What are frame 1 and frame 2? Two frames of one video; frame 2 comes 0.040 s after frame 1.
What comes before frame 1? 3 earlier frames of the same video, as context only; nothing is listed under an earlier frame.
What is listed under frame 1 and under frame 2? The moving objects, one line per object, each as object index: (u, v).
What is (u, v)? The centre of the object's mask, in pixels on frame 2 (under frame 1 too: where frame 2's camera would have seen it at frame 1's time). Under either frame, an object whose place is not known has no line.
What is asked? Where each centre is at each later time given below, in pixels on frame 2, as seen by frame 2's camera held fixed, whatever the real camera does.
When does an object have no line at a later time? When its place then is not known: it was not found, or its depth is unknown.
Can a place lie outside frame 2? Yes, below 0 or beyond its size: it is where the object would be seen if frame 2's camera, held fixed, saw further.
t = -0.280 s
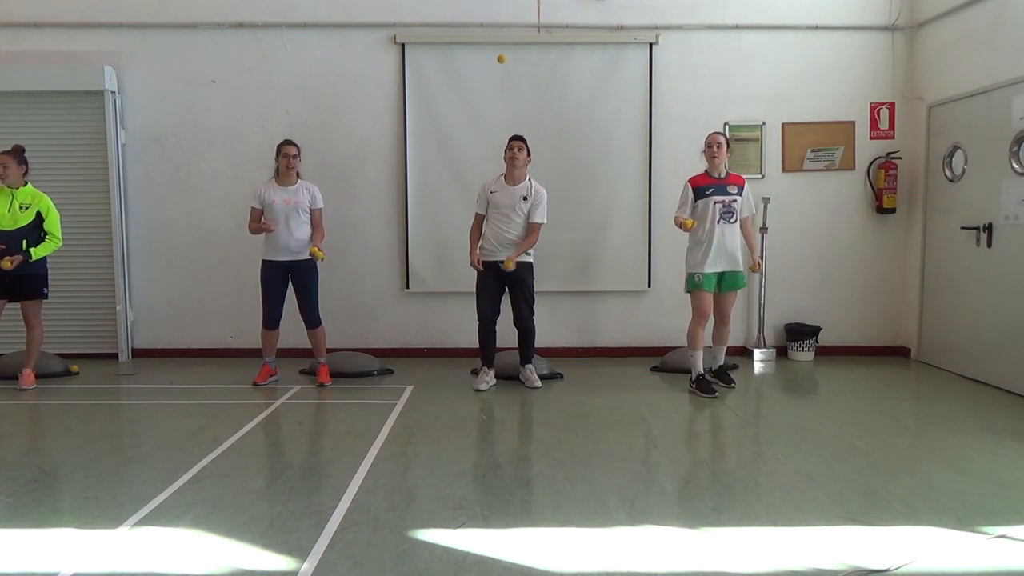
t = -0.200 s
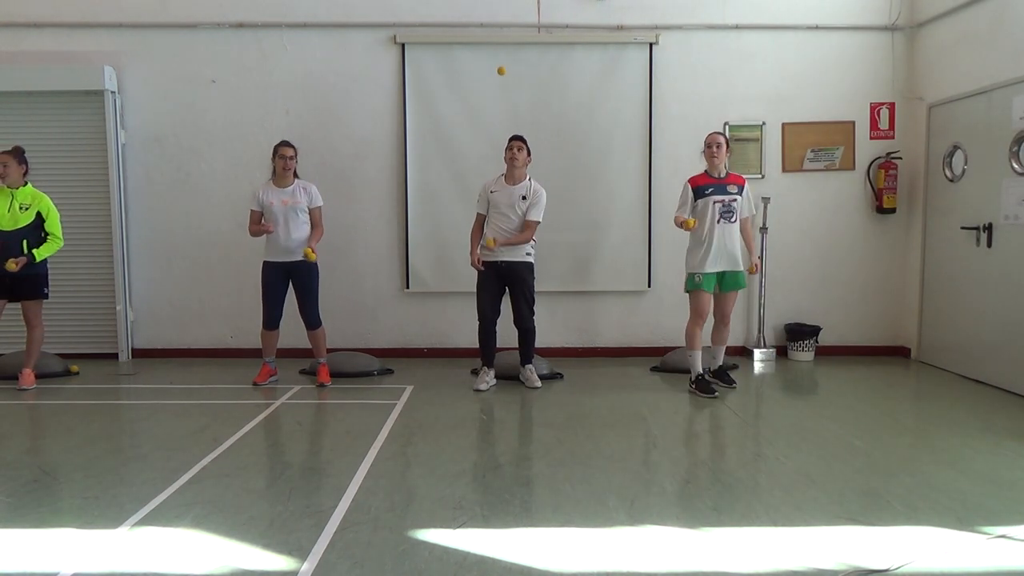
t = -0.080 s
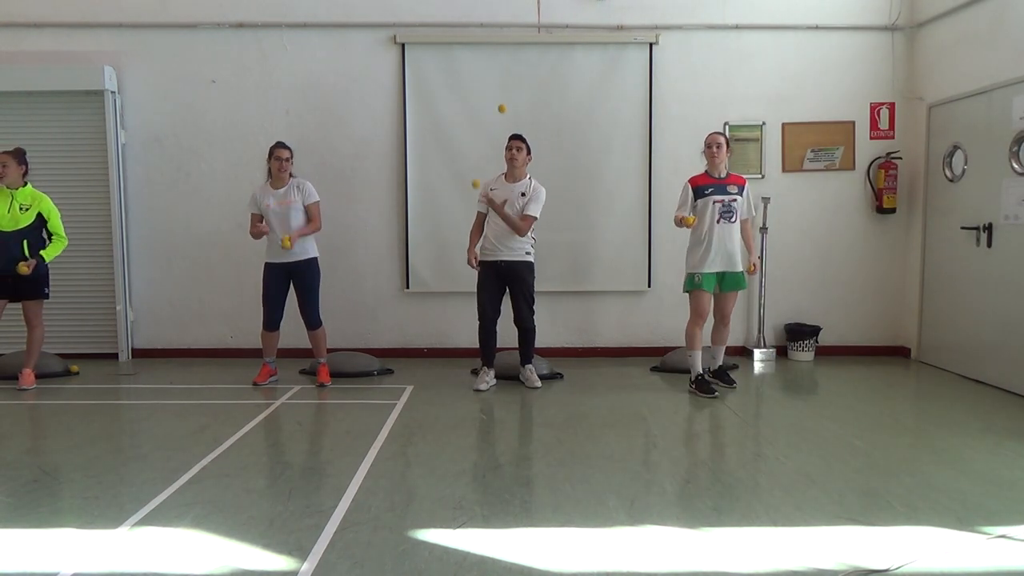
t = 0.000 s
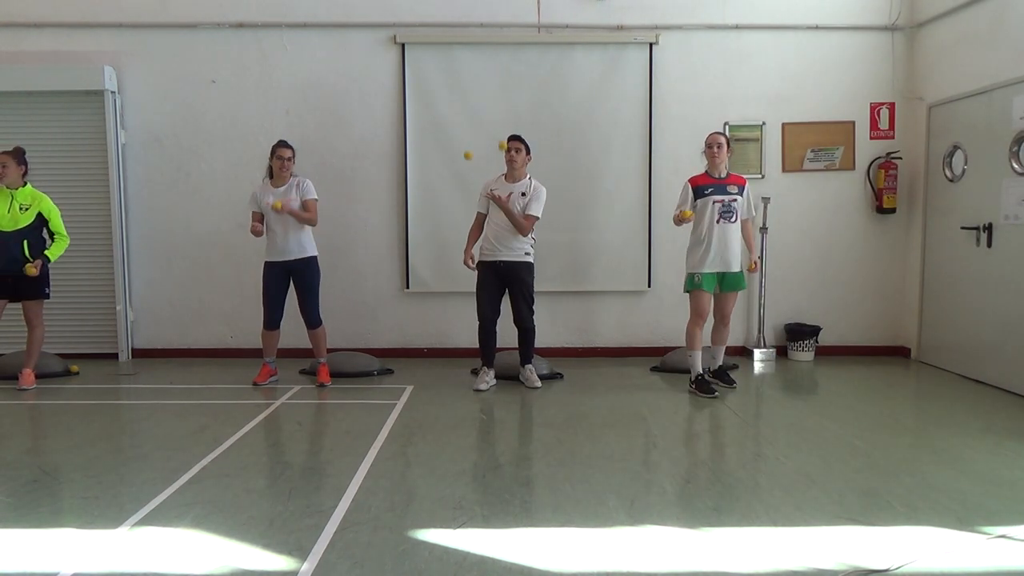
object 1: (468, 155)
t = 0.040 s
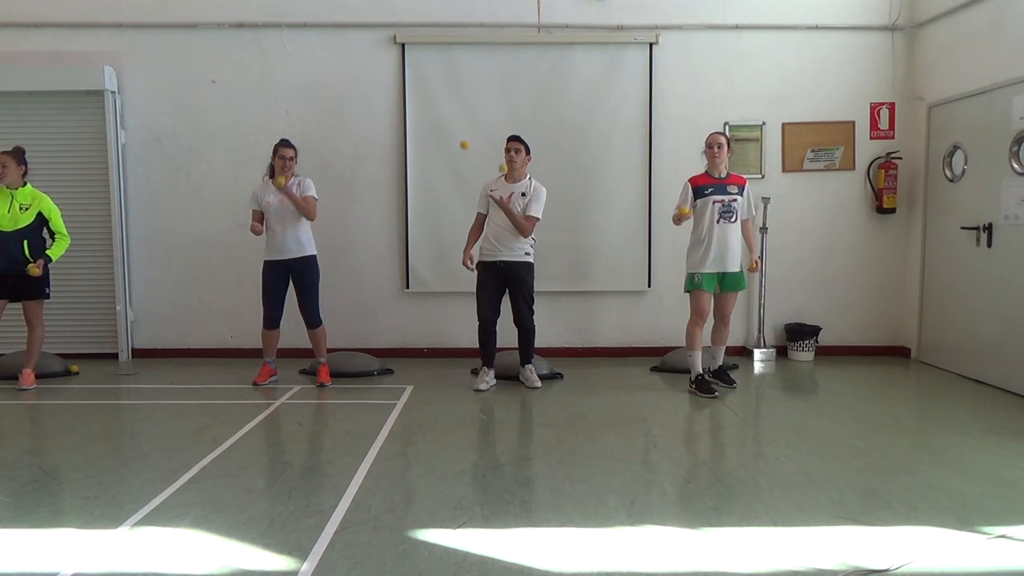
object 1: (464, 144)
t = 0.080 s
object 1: (460, 136)
